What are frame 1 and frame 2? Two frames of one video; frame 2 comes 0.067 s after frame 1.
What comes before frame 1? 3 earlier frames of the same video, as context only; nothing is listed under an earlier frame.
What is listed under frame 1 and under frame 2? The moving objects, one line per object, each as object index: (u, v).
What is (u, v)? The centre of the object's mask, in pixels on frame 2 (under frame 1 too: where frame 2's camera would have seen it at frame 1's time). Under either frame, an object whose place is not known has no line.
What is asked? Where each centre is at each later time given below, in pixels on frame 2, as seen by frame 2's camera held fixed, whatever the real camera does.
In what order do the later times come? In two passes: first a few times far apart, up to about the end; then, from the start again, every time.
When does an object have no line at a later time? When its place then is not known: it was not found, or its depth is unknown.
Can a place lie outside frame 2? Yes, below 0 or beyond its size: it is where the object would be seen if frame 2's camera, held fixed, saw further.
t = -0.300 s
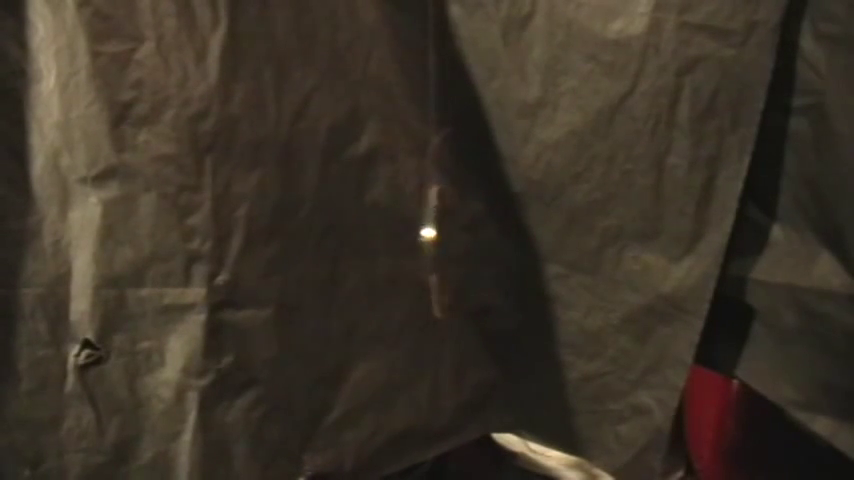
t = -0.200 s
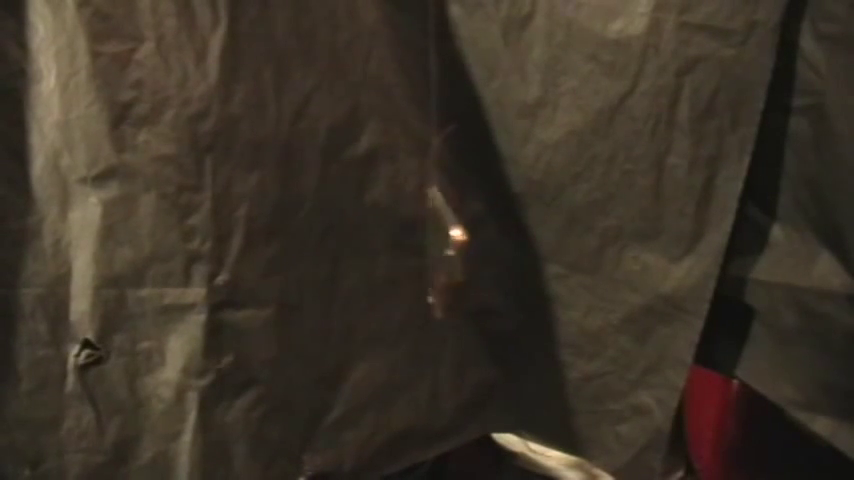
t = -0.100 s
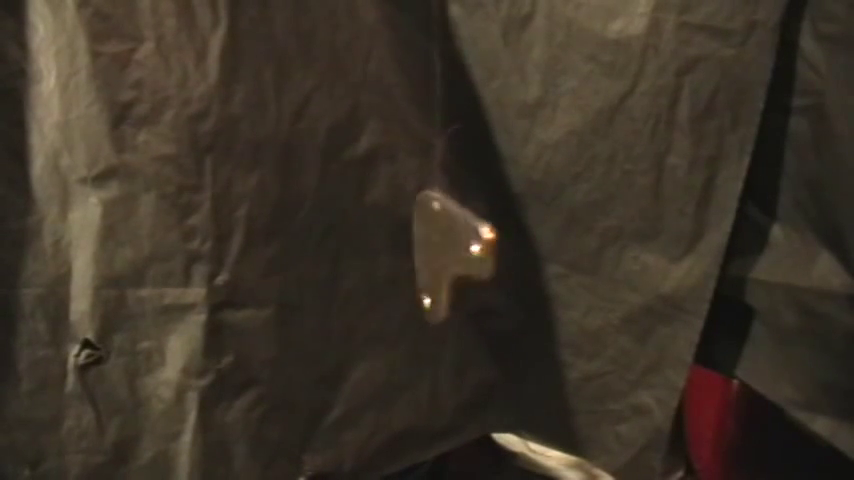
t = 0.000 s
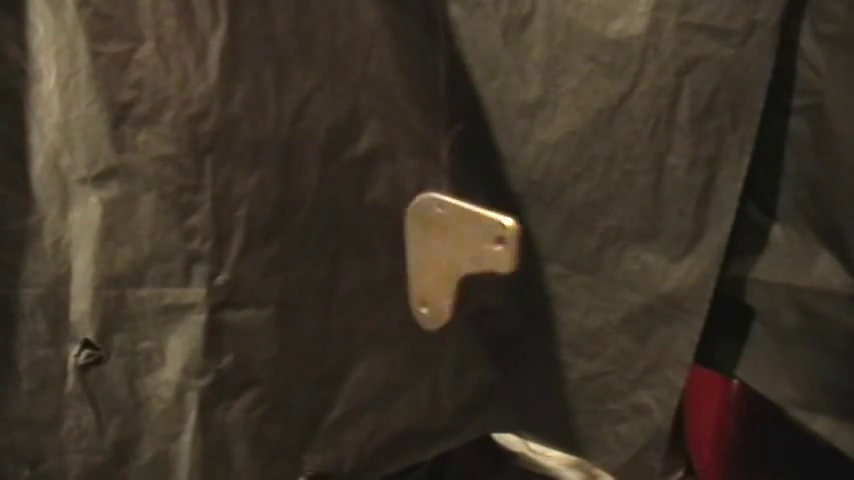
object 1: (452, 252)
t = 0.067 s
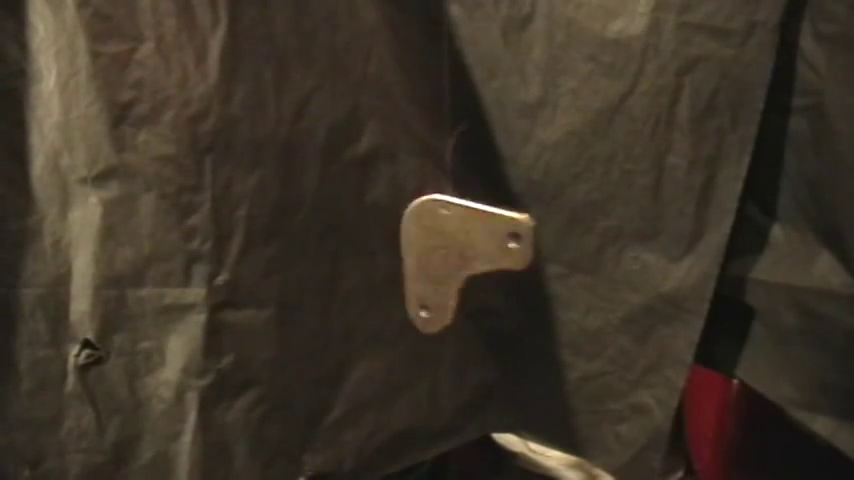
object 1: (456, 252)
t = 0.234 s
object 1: (462, 251)
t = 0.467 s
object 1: (456, 256)
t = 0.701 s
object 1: (453, 255)
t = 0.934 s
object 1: (439, 249)
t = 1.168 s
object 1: (438, 253)
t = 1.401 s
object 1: (446, 255)
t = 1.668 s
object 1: (457, 257)
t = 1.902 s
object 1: (481, 267)
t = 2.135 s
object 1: (446, 251)
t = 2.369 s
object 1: (439, 248)
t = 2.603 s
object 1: (437, 253)
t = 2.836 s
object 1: (463, 219)
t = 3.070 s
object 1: (460, 261)
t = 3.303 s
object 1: (452, 255)
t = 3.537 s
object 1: (441, 253)
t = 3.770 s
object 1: (466, 258)
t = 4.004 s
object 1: (446, 250)
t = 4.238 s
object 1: (455, 250)
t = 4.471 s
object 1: (455, 261)
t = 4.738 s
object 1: (451, 256)
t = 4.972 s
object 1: (437, 252)
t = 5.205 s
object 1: (432, 249)
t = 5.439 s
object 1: (468, 258)
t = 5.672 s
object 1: (460, 254)
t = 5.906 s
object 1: (459, 252)
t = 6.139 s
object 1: (453, 259)
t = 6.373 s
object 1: (438, 255)
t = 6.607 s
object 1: (435, 251)
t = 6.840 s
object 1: (447, 254)
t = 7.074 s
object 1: (463, 254)
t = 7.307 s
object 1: (461, 251)
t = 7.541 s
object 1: (445, 256)
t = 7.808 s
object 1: (436, 254)
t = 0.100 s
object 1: (457, 252)
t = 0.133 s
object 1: (458, 253)
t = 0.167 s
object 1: (459, 253)
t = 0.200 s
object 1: (460, 252)
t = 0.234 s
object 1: (462, 251)
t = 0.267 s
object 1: (461, 252)
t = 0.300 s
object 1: (462, 252)
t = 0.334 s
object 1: (461, 252)
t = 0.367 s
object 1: (460, 252)
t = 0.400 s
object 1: (459, 254)
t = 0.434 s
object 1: (458, 256)
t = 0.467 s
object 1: (456, 256)
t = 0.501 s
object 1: (455, 256)
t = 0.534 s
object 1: (451, 258)
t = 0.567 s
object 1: (449, 259)
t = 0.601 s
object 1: (448, 257)
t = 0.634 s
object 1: (449, 257)
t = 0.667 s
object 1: (452, 256)
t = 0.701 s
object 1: (453, 255)
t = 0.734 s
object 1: (455, 254)
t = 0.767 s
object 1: (455, 253)
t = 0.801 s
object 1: (456, 251)
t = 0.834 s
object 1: (455, 248)
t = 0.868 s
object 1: (457, 244)
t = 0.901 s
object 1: (439, 253)
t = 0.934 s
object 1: (439, 249)
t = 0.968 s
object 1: (437, 253)
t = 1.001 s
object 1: (436, 253)
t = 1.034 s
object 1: (436, 253)
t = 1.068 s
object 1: (436, 253)
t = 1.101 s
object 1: (436, 253)
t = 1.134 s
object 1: (437, 253)
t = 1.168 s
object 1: (438, 253)
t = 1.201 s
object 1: (438, 253)
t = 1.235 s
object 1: (439, 252)
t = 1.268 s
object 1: (440, 252)
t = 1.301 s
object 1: (441, 252)
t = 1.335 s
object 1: (443, 252)
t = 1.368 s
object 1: (445, 254)
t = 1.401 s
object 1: (446, 255)
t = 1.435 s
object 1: (447, 254)
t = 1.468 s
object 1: (448, 254)
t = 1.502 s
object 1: (449, 254)
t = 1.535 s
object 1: (450, 255)
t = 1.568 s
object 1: (452, 256)
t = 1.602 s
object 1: (453, 257)
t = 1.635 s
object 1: (455, 257)
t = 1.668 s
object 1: (457, 257)
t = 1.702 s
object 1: (460, 260)
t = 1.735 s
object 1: (463, 261)
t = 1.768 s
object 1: (466, 262)
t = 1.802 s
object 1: (473, 264)
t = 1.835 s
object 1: (477, 265)
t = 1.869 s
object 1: (480, 266)
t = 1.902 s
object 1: (481, 267)
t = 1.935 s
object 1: (480, 268)
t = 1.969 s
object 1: (477, 268)
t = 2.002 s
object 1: (470, 268)
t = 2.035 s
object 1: (452, 252)
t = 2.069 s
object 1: (450, 251)
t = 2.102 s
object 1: (448, 251)
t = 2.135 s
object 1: (446, 251)
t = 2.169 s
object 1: (444, 250)
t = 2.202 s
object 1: (442, 249)
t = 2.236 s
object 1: (441, 249)
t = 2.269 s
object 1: (440, 248)
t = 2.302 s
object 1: (440, 248)
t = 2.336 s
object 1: (439, 248)
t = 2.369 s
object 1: (439, 248)
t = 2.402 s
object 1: (439, 247)
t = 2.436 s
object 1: (438, 247)
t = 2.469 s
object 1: (438, 247)
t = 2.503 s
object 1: (436, 250)
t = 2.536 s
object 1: (436, 251)
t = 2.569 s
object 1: (437, 252)
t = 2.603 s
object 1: (437, 253)
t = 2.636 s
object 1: (439, 254)
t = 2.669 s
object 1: (441, 253)
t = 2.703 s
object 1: (444, 253)
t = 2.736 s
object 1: (449, 251)
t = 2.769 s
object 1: (450, 251)
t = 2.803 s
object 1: (458, 239)
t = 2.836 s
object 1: (463, 219)
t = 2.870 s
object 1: (465, 236)
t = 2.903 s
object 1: (458, 260)
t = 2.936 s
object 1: (458, 259)
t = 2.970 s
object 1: (459, 260)
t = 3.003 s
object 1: (460, 262)
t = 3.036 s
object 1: (460, 261)
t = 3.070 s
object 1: (460, 261)
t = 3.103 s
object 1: (459, 260)
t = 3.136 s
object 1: (459, 259)
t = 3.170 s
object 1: (457, 258)
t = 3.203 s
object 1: (456, 257)
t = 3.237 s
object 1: (455, 256)
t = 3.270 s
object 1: (454, 256)
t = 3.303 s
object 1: (452, 255)
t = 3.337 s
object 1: (451, 254)
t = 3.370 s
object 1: (450, 255)
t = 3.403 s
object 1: (448, 253)
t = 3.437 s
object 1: (445, 254)
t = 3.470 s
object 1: (442, 253)
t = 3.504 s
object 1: (441, 253)
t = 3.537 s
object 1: (441, 253)
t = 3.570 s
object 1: (443, 253)
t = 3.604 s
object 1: (445, 253)
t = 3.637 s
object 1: (446, 253)
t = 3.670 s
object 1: (447, 252)
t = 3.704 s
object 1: (451, 252)
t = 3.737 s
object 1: (461, 255)
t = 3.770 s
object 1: (466, 258)
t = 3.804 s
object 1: (467, 257)
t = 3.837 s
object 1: (468, 257)
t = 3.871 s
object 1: (455, 252)
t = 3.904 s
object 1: (442, 249)
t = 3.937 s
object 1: (443, 249)
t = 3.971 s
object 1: (444, 250)
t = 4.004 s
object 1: (446, 250)
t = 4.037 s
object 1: (447, 251)
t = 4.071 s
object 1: (448, 251)
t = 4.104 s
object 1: (449, 251)
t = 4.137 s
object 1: (451, 251)
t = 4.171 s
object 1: (452, 249)
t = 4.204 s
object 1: (454, 248)
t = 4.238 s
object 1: (455, 250)
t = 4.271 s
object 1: (455, 251)
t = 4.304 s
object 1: (456, 255)
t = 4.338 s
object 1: (457, 256)
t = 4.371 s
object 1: (456, 258)
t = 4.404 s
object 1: (455, 260)
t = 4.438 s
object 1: (455, 261)
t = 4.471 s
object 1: (455, 261)
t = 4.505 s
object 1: (457, 259)
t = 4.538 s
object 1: (459, 259)
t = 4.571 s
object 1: (462, 256)
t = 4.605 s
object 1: (465, 251)
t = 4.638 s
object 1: (462, 241)
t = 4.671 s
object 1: (454, 256)
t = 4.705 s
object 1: (455, 264)
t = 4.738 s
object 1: (451, 256)
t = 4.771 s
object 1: (450, 258)
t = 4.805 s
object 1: (448, 257)
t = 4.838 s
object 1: (445, 256)
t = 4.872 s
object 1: (443, 254)
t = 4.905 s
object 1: (441, 253)
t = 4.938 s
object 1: (439, 252)
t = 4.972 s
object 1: (437, 252)
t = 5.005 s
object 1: (436, 251)
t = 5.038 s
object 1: (435, 251)
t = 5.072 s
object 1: (435, 251)
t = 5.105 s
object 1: (434, 251)
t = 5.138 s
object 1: (434, 250)
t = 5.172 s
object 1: (432, 250)
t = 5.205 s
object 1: (432, 249)
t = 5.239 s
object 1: (433, 250)
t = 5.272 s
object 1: (435, 251)
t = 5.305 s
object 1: (440, 252)
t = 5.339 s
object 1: (448, 253)
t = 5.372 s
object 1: (455, 254)
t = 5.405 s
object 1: (463, 256)
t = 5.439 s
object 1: (468, 258)
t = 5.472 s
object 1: (471, 260)
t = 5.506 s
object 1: (472, 261)
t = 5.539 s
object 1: (461, 257)
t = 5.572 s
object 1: (458, 253)
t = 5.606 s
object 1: (458, 254)
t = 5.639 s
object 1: (459, 255)
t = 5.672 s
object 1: (460, 254)
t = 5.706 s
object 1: (460, 254)
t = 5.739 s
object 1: (460, 254)
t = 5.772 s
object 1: (460, 254)
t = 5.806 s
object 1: (461, 252)
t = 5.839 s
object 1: (461, 251)
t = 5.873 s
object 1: (460, 251)
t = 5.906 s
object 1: (459, 252)
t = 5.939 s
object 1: (457, 256)
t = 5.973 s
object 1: (455, 257)
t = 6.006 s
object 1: (453, 257)
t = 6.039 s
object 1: (450, 259)
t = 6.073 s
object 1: (449, 258)
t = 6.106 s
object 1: (450, 258)
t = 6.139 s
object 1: (453, 259)
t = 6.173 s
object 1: (457, 252)
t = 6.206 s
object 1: (463, 257)
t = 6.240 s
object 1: (466, 250)
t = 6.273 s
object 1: (444, 245)
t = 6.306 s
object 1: (440, 250)
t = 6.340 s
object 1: (439, 255)
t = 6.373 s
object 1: (438, 255)
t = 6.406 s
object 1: (436, 254)
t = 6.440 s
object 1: (436, 253)
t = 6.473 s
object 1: (435, 253)
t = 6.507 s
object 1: (434, 252)
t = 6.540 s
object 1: (433, 251)
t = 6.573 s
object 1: (434, 250)
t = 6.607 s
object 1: (435, 251)
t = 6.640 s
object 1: (435, 250)
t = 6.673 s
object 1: (435, 250)
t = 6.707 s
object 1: (436, 252)
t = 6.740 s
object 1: (436, 252)
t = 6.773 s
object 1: (439, 252)
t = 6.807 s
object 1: (442, 253)
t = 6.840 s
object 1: (447, 254)
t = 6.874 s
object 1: (453, 256)
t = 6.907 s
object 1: (460, 257)
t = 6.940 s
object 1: (473, 263)
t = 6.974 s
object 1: (477, 267)
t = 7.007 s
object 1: (478, 269)
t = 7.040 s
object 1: (466, 262)
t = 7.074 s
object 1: (463, 254)
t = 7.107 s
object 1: (464, 255)
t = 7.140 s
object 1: (463, 255)
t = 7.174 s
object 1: (463, 255)
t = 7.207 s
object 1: (462, 255)
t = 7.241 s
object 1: (461, 254)
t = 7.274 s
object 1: (461, 254)
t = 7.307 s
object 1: (461, 251)
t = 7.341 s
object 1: (460, 250)
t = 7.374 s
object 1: (457, 251)
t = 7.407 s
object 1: (456, 252)
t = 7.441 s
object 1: (452, 254)
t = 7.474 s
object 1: (450, 254)
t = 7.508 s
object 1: (444, 256)
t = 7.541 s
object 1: (445, 256)
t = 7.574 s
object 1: (446, 255)
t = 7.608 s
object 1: (445, 256)
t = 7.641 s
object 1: (446, 253)
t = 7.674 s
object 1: (454, 247)
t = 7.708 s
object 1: (455, 242)
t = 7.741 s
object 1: (454, 242)
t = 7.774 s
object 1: (437, 256)
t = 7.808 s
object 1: (436, 254)
